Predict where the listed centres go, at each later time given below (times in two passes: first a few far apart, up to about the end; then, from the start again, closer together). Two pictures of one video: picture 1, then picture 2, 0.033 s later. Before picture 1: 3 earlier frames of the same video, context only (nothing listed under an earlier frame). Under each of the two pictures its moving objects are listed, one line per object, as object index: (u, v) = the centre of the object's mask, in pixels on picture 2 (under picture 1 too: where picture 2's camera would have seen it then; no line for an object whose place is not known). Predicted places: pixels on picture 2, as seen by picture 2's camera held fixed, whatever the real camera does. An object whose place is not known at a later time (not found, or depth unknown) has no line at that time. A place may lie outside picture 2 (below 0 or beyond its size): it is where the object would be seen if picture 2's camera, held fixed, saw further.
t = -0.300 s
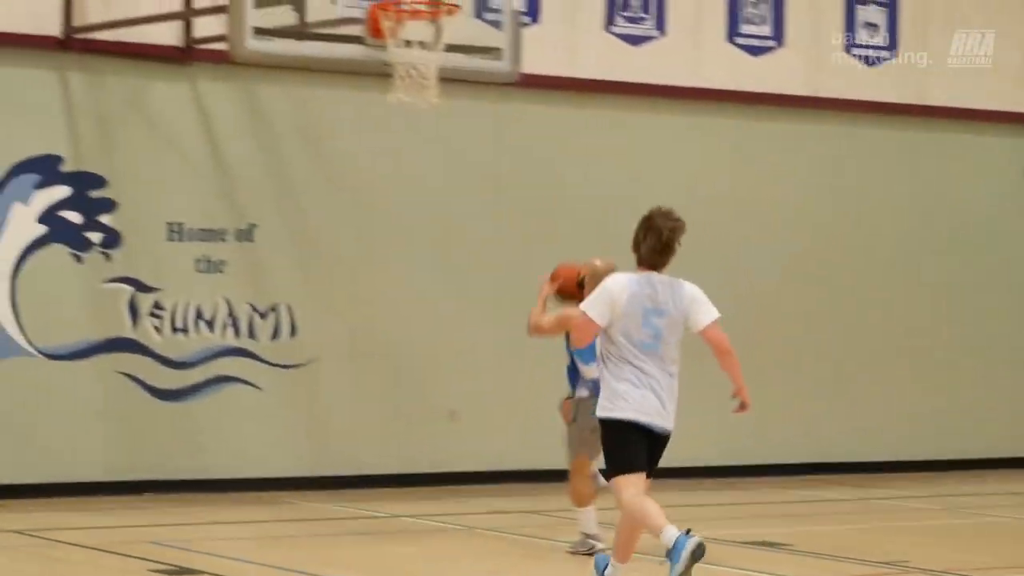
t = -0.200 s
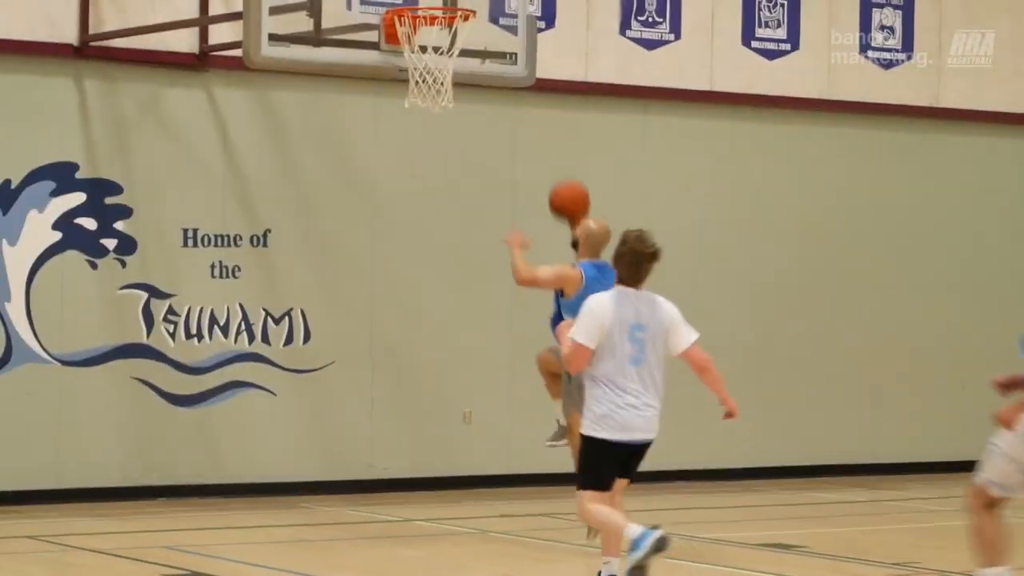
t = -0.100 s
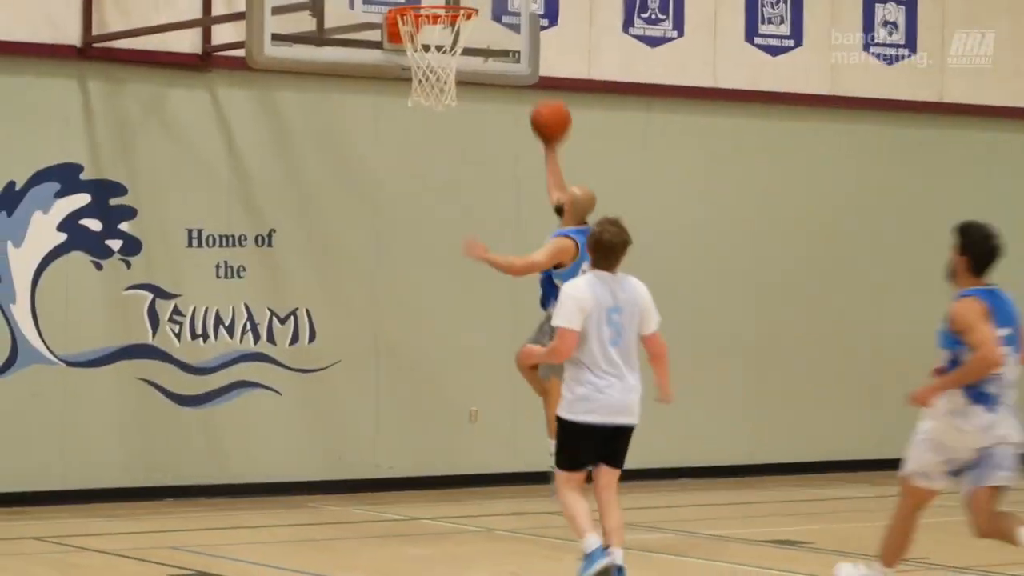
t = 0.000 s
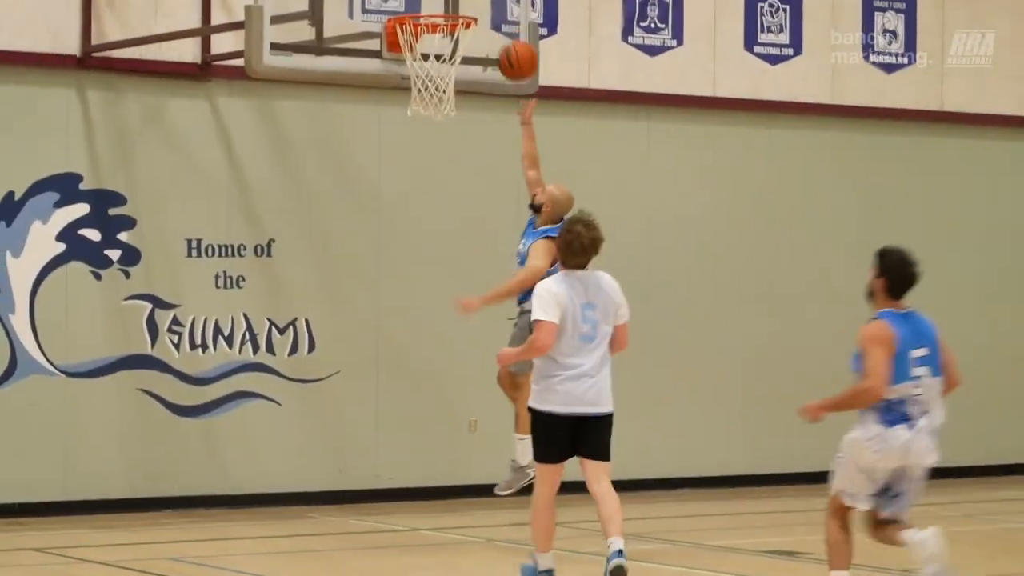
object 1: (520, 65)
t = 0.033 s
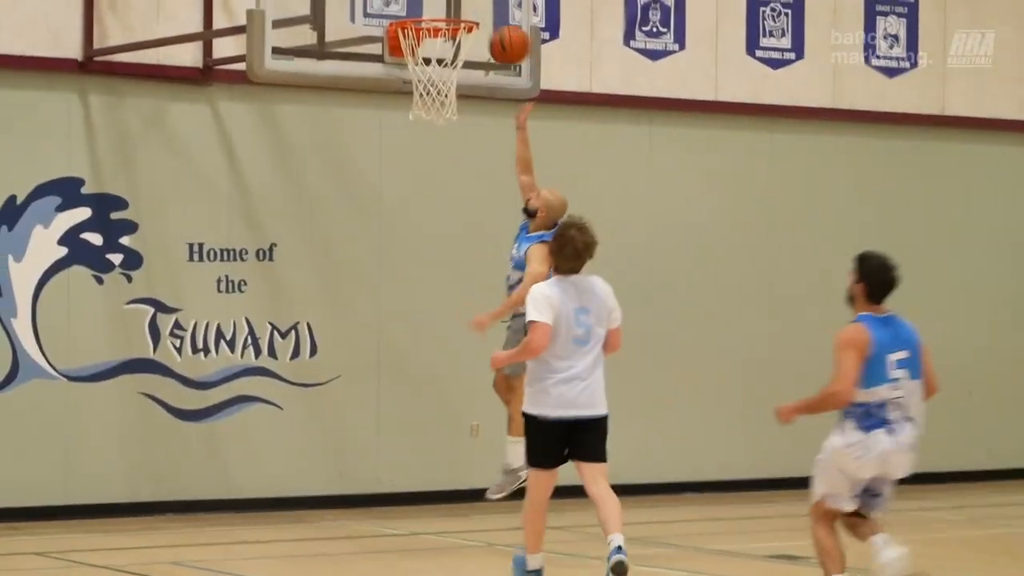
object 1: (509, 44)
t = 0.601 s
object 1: (417, 4)
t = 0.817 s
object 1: (453, 59)
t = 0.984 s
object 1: (434, 133)
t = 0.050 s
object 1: (504, 36)
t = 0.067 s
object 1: (499, 28)
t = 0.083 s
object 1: (494, 20)
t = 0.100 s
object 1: (489, 12)
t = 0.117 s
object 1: (483, 4)
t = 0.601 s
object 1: (417, 4)
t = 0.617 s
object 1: (419, 6)
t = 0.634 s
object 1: (425, 7)
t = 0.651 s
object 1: (432, 8)
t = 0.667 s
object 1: (439, 22)
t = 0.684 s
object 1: (443, 25)
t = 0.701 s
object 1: (450, 29)
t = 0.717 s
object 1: (455, 34)
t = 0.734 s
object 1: (460, 39)
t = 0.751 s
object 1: (459, 43)
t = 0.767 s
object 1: (458, 44)
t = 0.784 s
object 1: (456, 49)
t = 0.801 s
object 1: (455, 54)
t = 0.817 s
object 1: (453, 59)
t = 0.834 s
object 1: (451, 64)
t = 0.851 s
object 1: (449, 72)
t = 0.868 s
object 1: (447, 78)
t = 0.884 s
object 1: (445, 84)
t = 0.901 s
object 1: (444, 91)
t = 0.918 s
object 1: (441, 98)
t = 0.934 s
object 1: (439, 105)
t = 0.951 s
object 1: (437, 115)
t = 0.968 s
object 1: (436, 127)
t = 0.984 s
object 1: (434, 133)
